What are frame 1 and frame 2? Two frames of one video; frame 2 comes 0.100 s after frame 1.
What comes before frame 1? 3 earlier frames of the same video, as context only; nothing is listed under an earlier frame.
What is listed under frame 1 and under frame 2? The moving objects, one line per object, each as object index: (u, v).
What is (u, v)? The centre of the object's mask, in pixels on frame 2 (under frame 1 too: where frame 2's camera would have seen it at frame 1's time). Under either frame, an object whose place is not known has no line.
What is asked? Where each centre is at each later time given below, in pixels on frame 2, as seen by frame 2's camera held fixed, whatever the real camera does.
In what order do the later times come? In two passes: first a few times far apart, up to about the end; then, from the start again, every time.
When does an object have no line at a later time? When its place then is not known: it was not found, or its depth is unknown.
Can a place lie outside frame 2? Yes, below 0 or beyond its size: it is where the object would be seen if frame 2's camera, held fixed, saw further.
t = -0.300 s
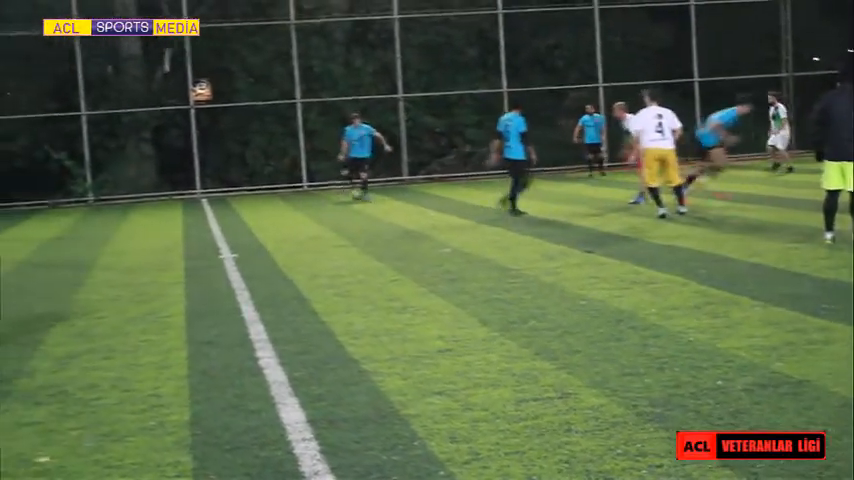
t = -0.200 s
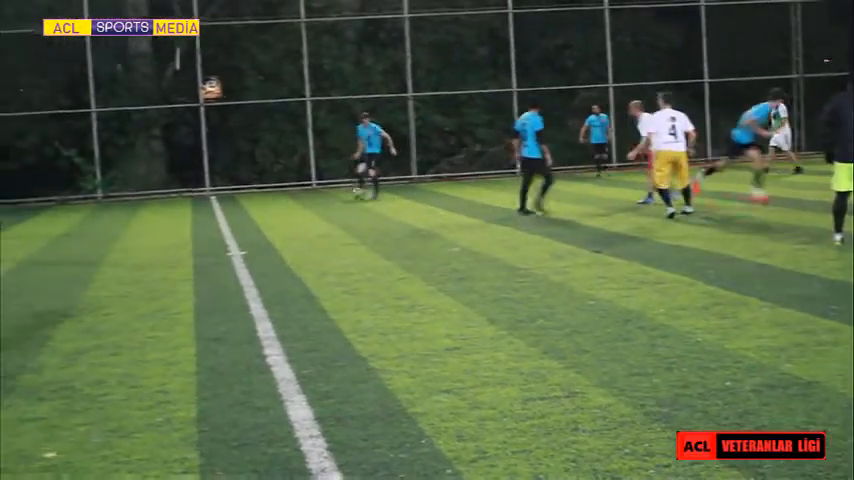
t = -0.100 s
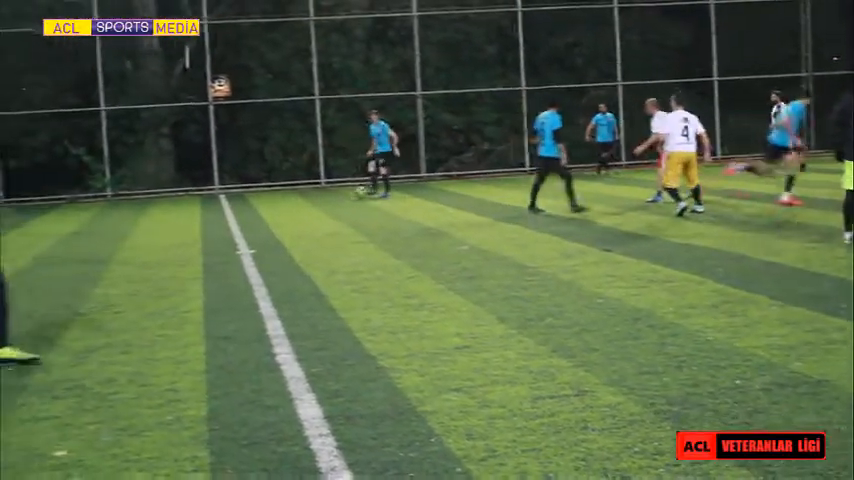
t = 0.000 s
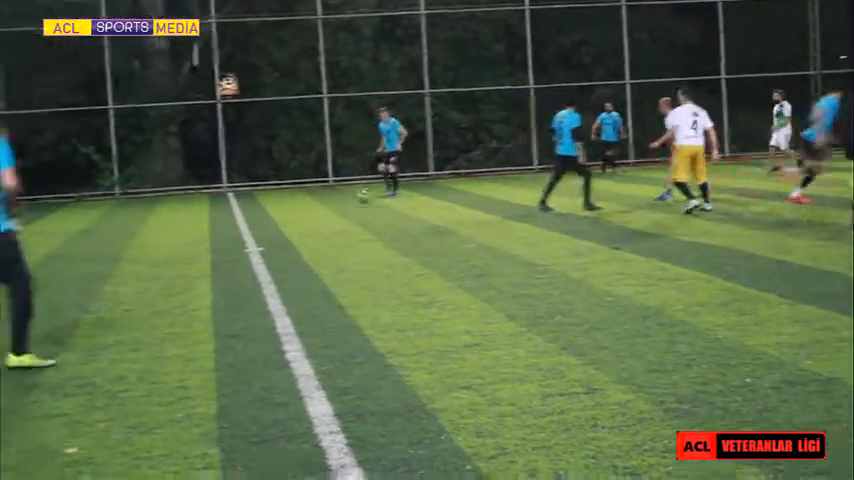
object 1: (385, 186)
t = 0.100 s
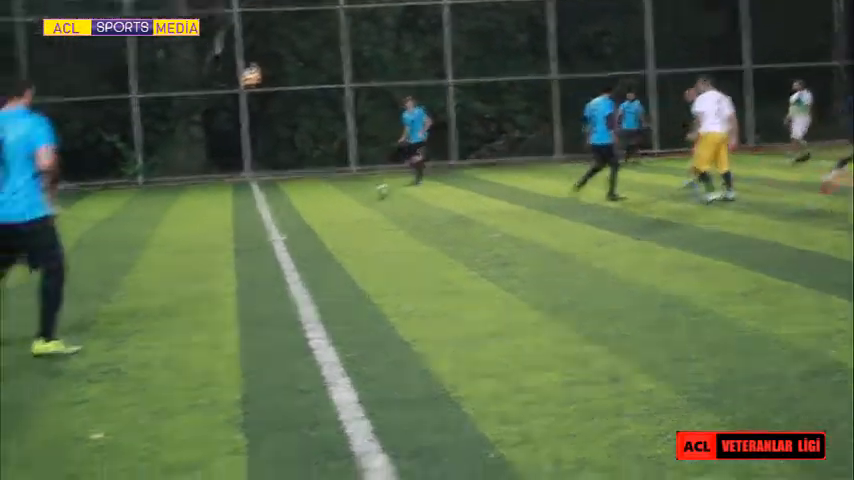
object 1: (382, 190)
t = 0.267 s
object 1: (376, 198)
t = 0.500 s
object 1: (368, 210)
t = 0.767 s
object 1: (363, 226)
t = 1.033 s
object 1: (361, 242)
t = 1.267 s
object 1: (363, 258)
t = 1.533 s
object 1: (368, 282)
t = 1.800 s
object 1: (376, 314)
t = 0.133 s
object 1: (382, 191)
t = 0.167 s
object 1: (380, 192)
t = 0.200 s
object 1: (378, 196)
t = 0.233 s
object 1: (376, 199)
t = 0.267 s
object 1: (376, 198)
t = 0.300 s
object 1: (375, 196)
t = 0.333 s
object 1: (373, 197)
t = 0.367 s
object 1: (371, 197)
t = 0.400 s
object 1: (371, 198)
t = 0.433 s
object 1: (369, 202)
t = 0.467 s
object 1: (368, 206)
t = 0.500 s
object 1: (368, 210)
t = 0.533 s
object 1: (366, 214)
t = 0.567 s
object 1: (366, 213)
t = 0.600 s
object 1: (365, 214)
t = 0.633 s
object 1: (364, 215)
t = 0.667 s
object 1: (364, 217)
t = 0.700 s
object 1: (363, 221)
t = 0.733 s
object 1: (363, 226)
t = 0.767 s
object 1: (363, 226)
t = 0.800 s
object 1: (362, 225)
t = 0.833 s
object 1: (362, 225)
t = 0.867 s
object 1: (362, 227)
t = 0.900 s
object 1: (362, 229)
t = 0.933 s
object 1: (362, 233)
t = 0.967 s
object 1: (362, 238)
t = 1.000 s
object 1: (362, 240)
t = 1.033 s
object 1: (361, 242)
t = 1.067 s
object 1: (362, 244)
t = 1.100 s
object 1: (362, 247)
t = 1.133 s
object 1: (362, 248)
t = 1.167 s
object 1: (362, 249)
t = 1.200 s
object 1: (362, 251)
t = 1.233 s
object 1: (362, 256)
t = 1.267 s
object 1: (363, 258)
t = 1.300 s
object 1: (363, 259)
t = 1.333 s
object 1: (363, 262)
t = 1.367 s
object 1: (364, 266)
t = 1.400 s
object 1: (364, 271)
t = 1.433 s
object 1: (365, 272)
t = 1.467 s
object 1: (366, 273)
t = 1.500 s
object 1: (367, 276)
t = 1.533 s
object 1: (368, 282)
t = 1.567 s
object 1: (369, 286)
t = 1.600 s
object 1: (370, 288)
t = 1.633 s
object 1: (370, 291)
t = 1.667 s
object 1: (371, 296)
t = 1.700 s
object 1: (372, 301)
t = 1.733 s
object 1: (373, 305)
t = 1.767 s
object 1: (375, 309)
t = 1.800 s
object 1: (376, 314)
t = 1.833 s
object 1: (377, 319)
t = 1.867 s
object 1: (379, 324)
